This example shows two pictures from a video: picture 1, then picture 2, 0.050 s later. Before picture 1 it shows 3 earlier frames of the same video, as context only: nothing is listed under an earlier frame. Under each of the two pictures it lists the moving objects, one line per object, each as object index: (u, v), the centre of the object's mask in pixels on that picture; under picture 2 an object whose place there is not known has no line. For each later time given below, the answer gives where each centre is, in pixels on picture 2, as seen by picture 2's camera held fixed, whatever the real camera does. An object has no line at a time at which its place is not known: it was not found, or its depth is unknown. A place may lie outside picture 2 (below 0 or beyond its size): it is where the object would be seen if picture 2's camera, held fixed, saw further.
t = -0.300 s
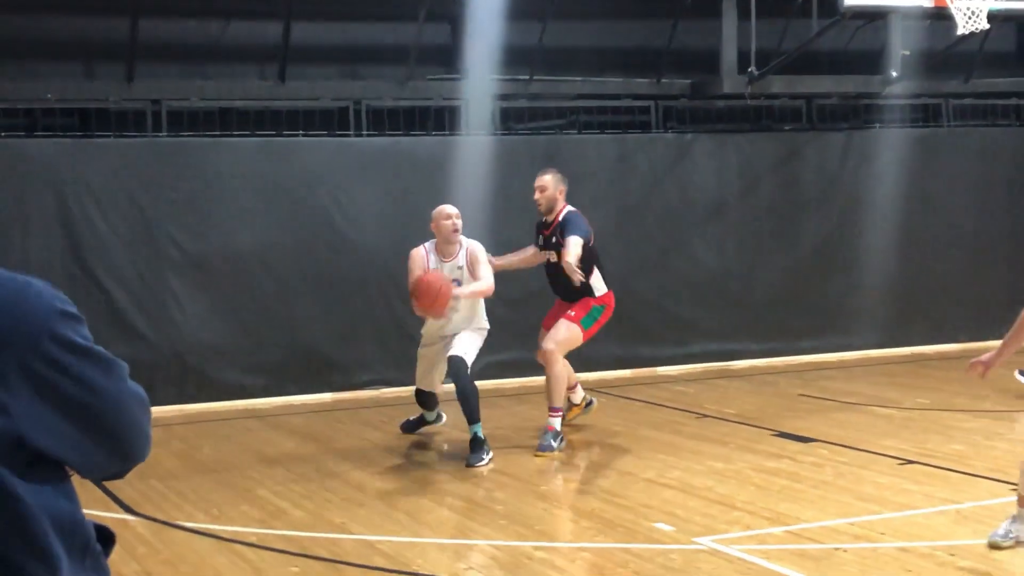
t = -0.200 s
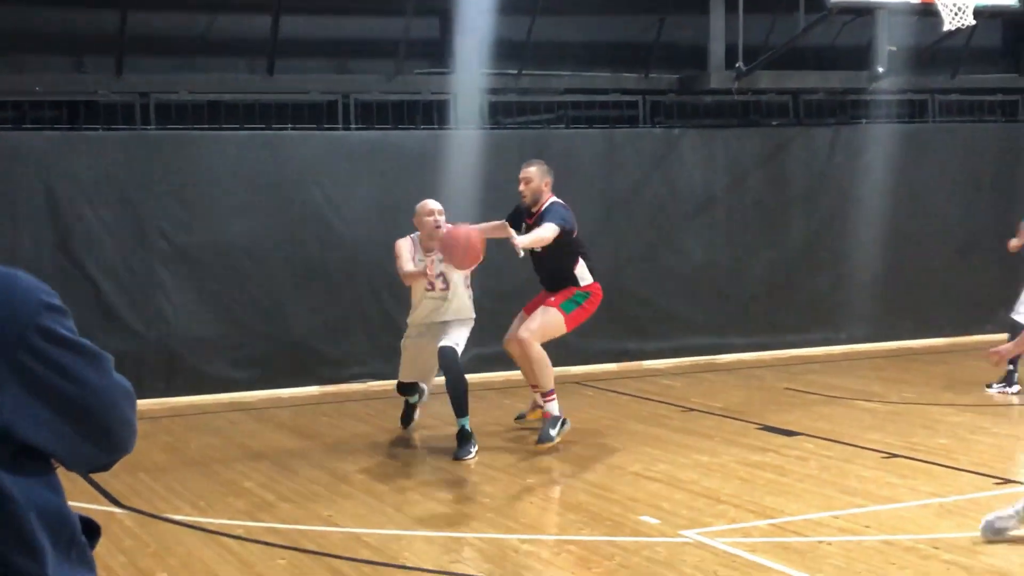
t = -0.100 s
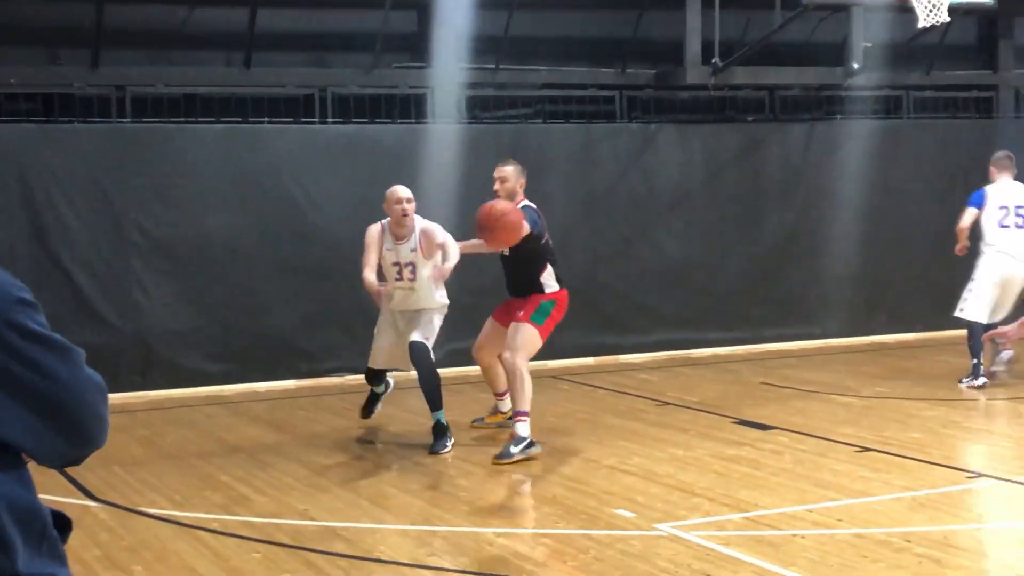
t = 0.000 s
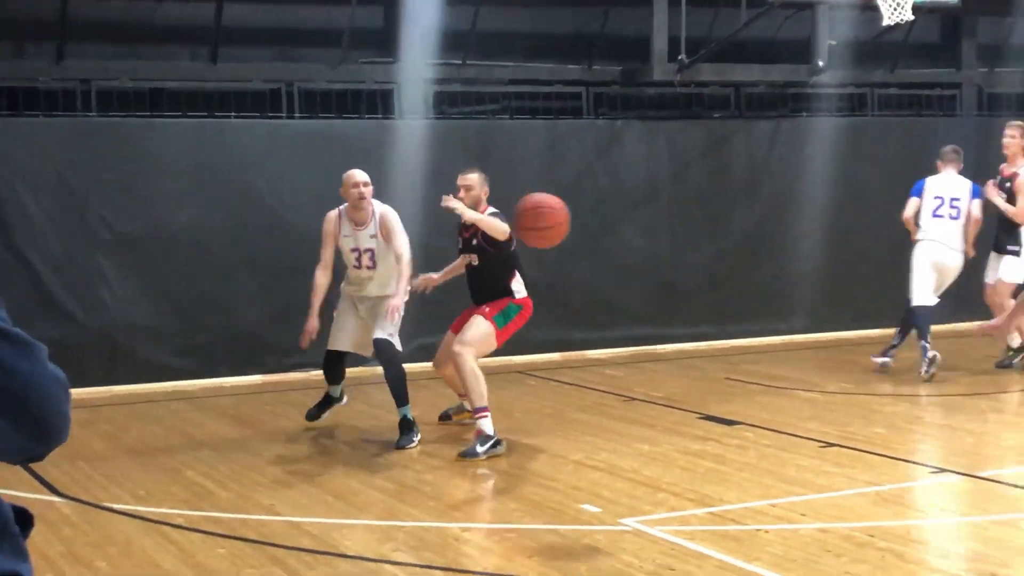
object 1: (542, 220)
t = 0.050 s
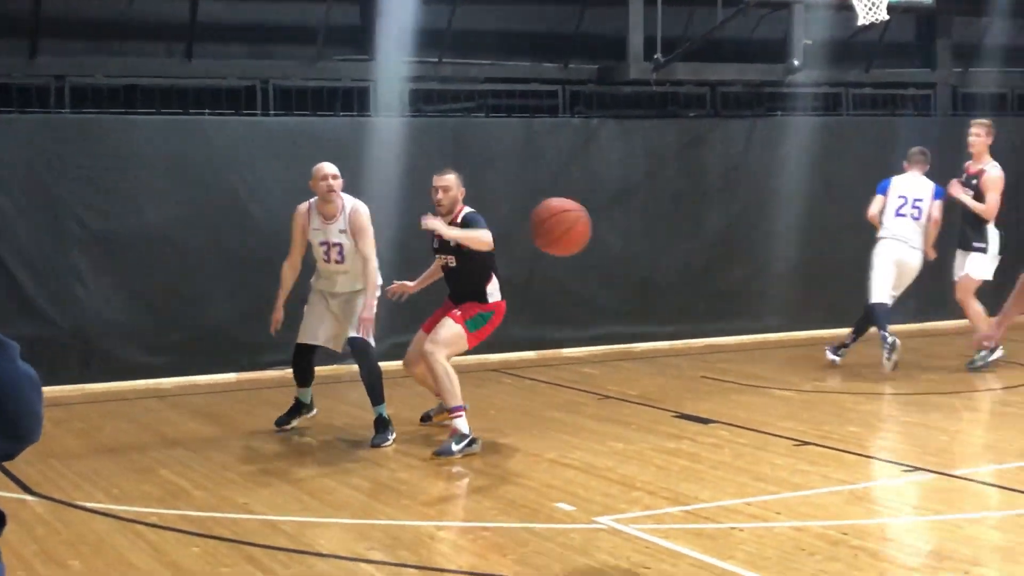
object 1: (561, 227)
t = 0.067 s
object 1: (577, 231)
